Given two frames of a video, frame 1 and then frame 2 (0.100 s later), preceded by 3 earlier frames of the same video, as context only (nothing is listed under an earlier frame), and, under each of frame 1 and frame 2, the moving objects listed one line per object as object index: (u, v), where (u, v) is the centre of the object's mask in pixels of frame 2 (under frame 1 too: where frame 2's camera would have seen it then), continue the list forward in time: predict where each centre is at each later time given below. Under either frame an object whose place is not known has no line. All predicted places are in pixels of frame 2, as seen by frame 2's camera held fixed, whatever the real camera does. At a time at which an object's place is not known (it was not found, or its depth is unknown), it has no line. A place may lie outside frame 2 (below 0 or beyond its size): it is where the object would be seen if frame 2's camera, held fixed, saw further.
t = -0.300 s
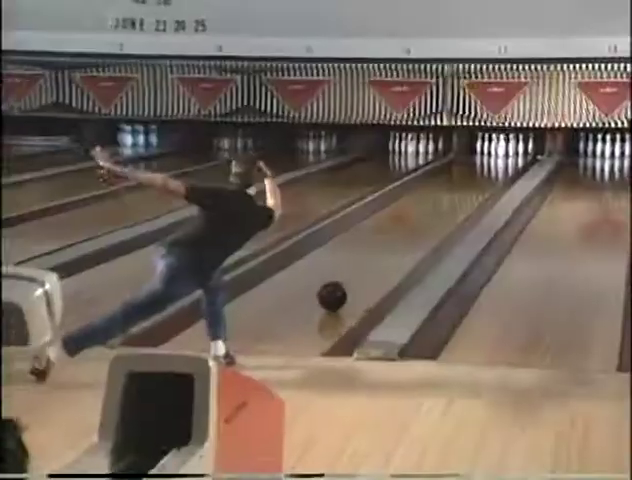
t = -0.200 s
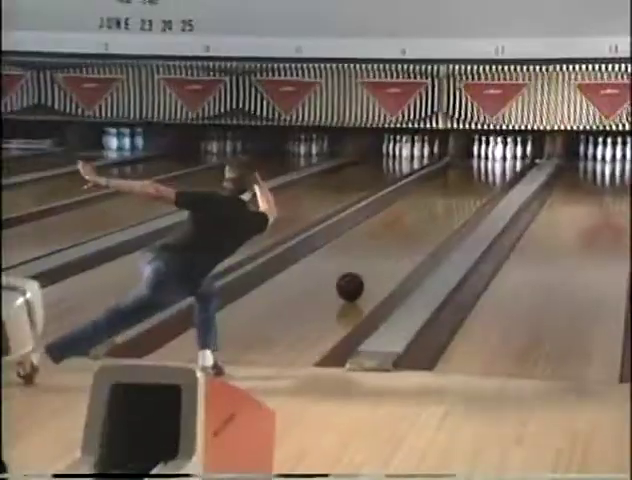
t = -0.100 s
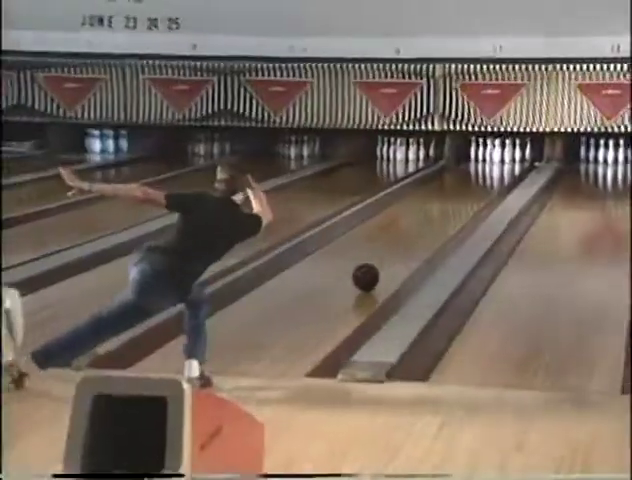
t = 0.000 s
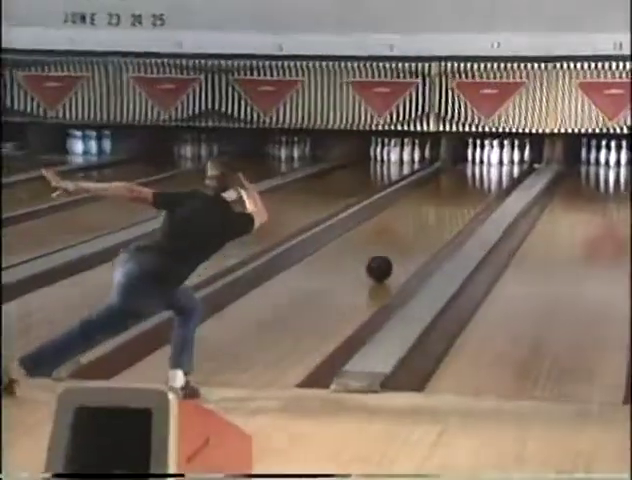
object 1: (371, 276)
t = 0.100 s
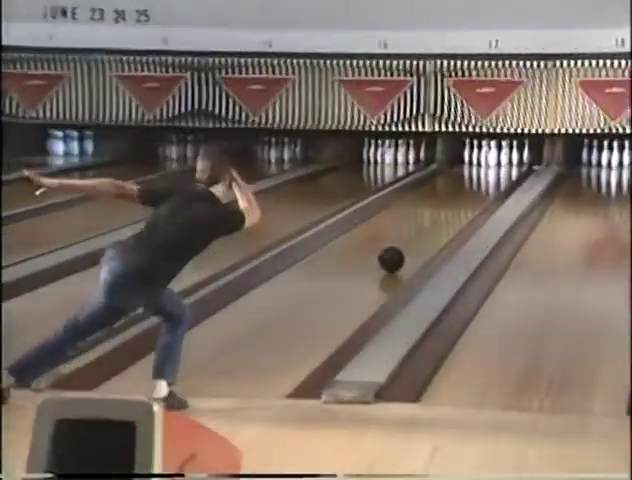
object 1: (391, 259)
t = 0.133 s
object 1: (397, 255)
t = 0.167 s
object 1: (403, 250)
